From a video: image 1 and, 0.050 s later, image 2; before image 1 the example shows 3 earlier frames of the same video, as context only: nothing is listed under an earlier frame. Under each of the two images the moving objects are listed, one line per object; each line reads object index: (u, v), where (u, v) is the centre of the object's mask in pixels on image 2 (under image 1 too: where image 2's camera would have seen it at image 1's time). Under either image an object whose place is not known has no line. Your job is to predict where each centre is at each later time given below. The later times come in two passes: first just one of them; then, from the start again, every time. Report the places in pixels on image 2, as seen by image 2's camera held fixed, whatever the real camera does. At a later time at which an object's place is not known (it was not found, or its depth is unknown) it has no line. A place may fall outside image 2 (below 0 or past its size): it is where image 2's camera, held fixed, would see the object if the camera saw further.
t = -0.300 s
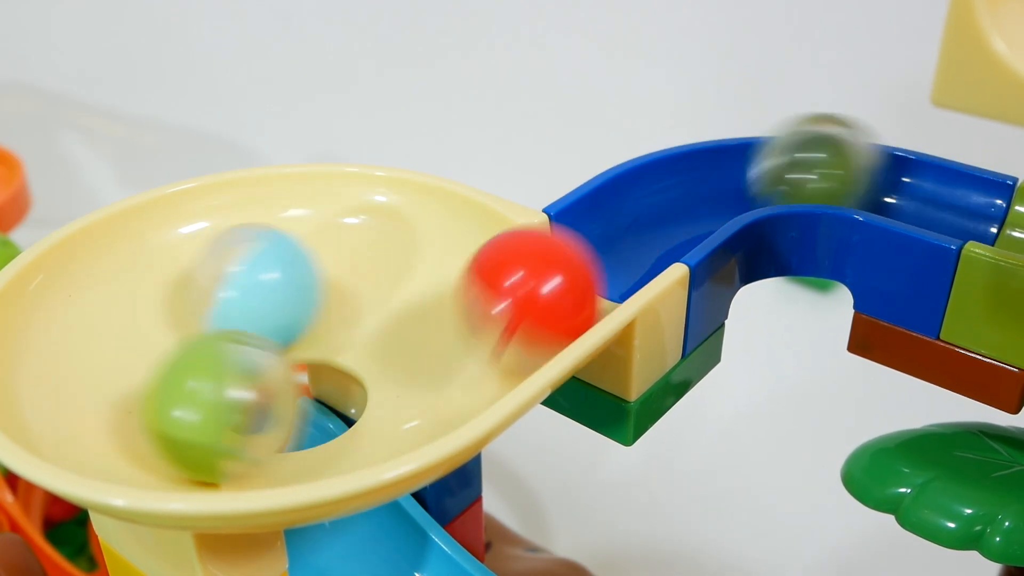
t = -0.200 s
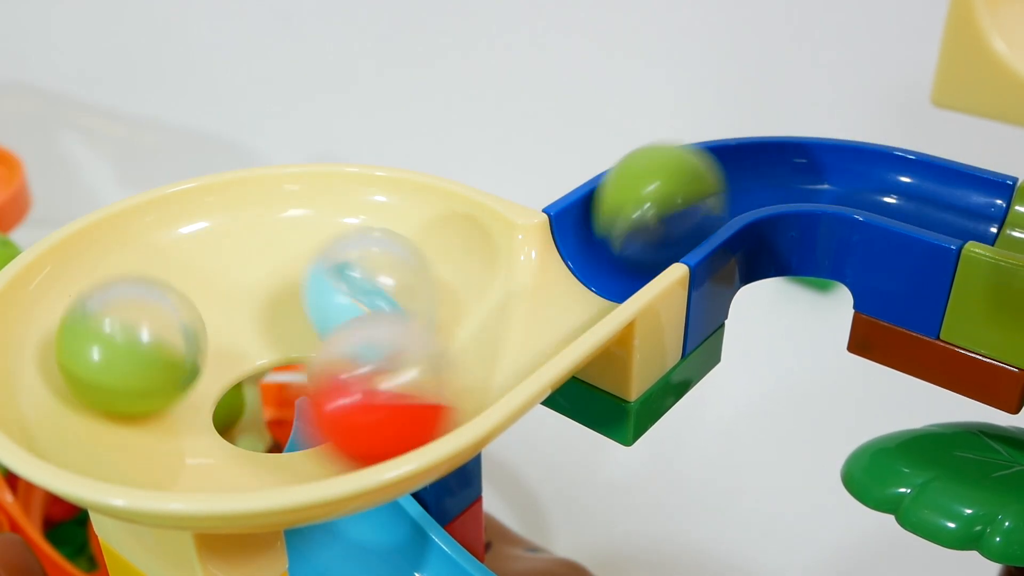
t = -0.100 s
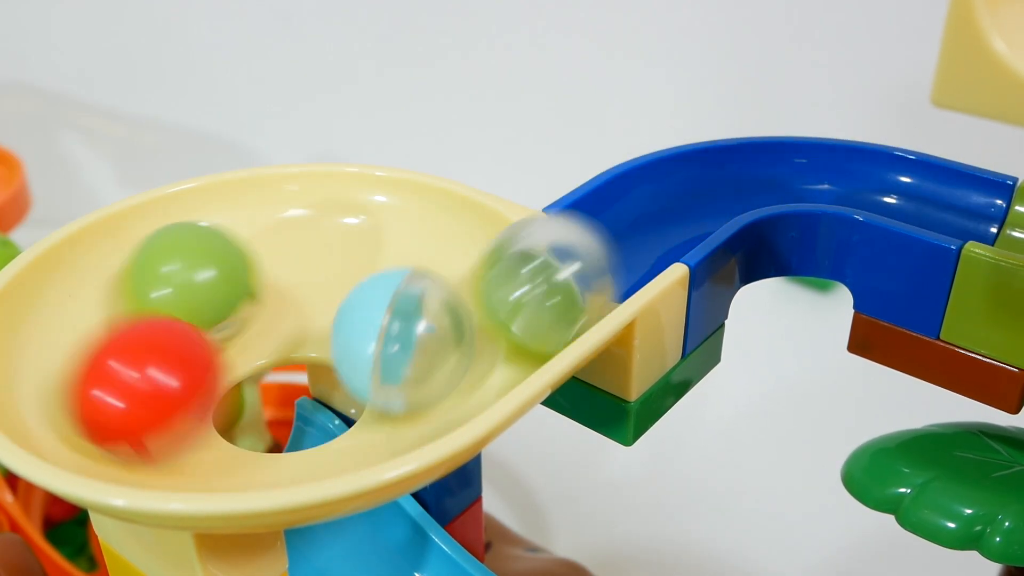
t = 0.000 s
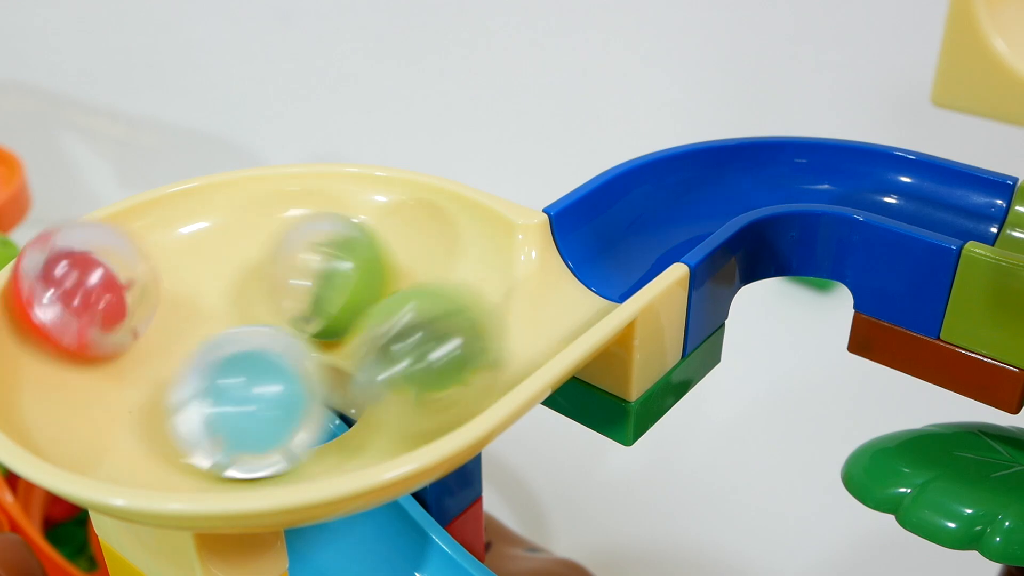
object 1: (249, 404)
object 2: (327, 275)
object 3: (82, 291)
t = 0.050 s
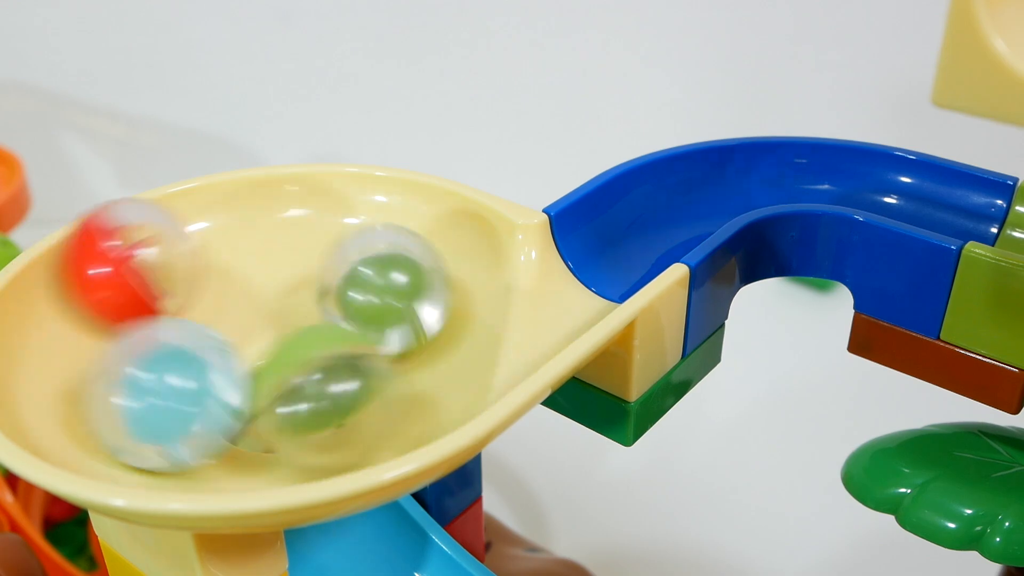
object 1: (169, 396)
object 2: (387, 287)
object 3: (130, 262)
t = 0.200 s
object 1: (82, 281)
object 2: (356, 374)
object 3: (393, 270)
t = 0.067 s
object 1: (140, 386)
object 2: (399, 299)
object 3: (156, 257)
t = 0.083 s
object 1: (117, 376)
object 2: (406, 306)
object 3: (187, 261)
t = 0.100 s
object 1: (95, 361)
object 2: (413, 313)
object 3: (216, 262)
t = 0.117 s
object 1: (82, 346)
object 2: (415, 322)
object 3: (247, 262)
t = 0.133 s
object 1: (73, 332)
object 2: (414, 336)
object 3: (280, 266)
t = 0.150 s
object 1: (68, 316)
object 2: (405, 351)
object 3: (311, 266)
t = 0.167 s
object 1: (68, 302)
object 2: (395, 362)
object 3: (339, 261)
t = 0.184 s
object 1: (73, 290)
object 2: (382, 373)
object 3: (369, 260)
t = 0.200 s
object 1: (82, 281)
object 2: (356, 374)
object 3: (393, 270)
